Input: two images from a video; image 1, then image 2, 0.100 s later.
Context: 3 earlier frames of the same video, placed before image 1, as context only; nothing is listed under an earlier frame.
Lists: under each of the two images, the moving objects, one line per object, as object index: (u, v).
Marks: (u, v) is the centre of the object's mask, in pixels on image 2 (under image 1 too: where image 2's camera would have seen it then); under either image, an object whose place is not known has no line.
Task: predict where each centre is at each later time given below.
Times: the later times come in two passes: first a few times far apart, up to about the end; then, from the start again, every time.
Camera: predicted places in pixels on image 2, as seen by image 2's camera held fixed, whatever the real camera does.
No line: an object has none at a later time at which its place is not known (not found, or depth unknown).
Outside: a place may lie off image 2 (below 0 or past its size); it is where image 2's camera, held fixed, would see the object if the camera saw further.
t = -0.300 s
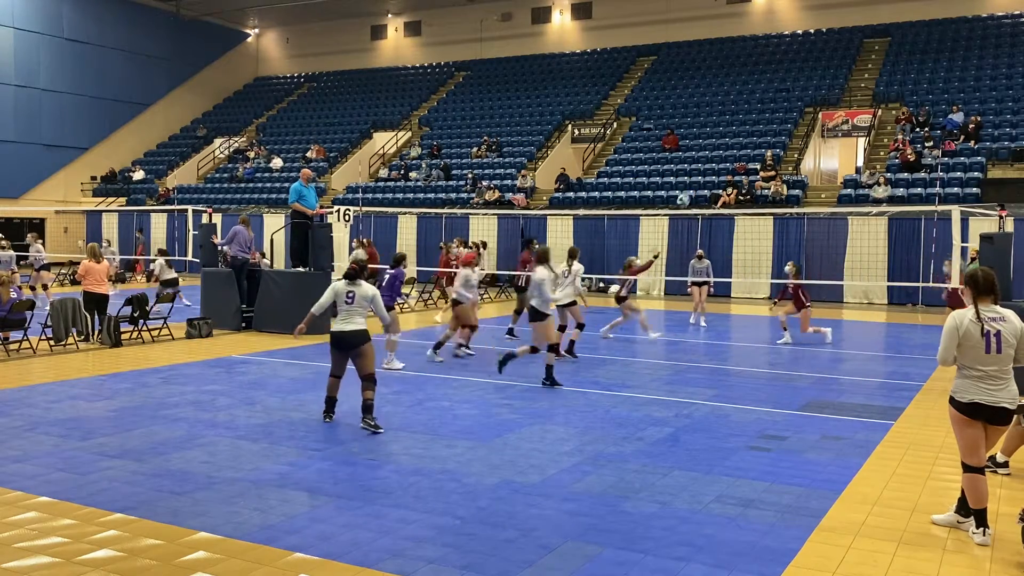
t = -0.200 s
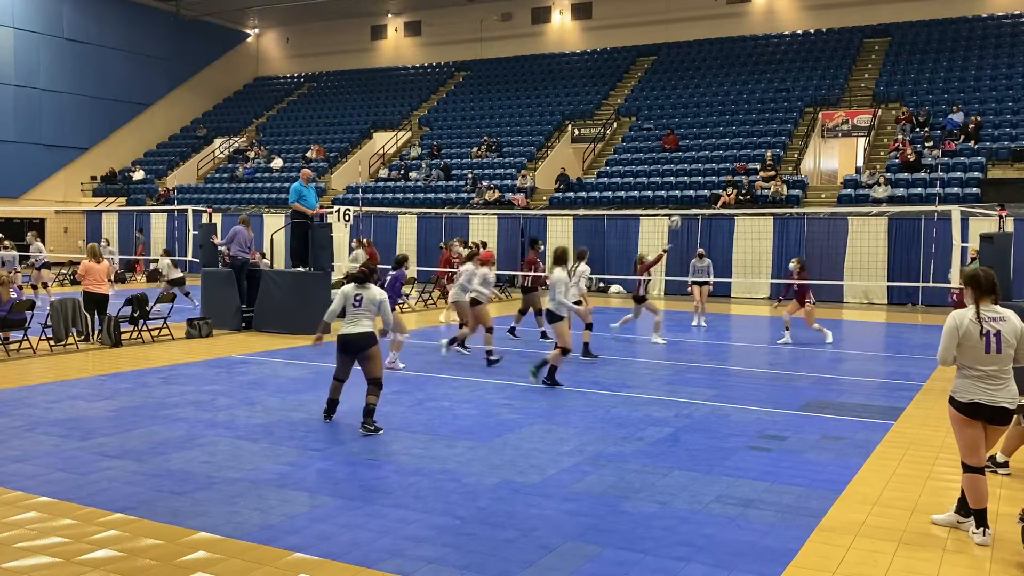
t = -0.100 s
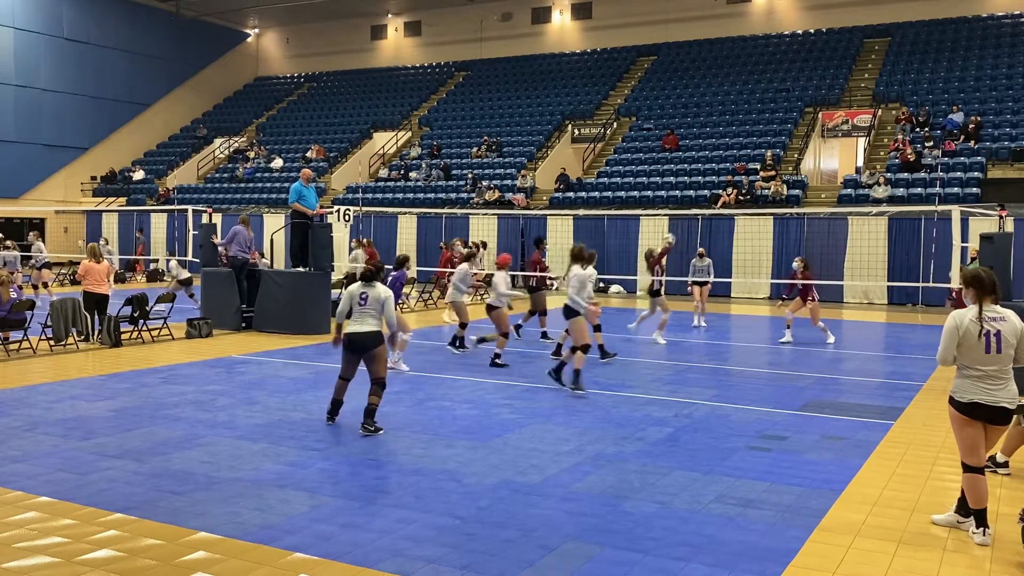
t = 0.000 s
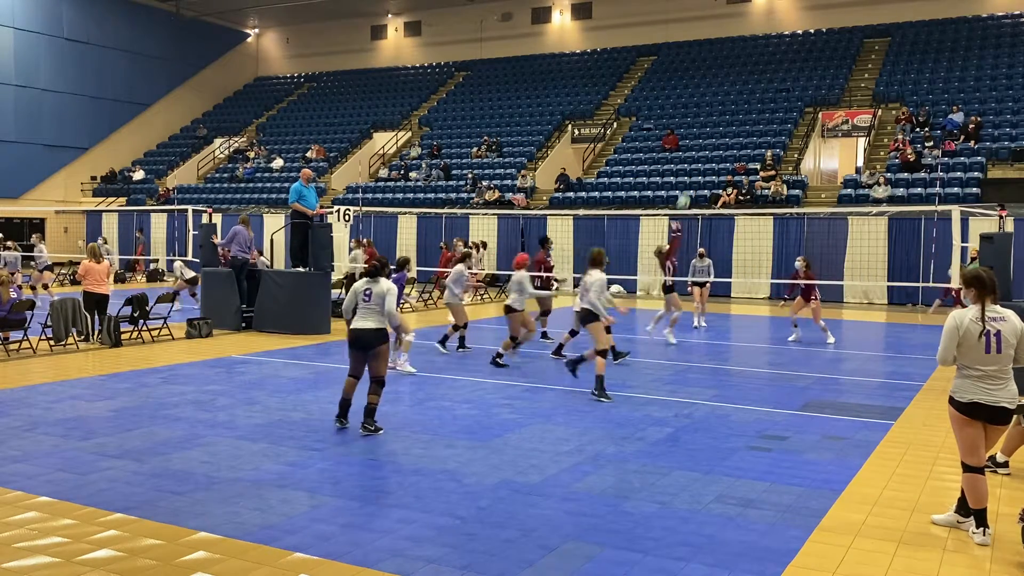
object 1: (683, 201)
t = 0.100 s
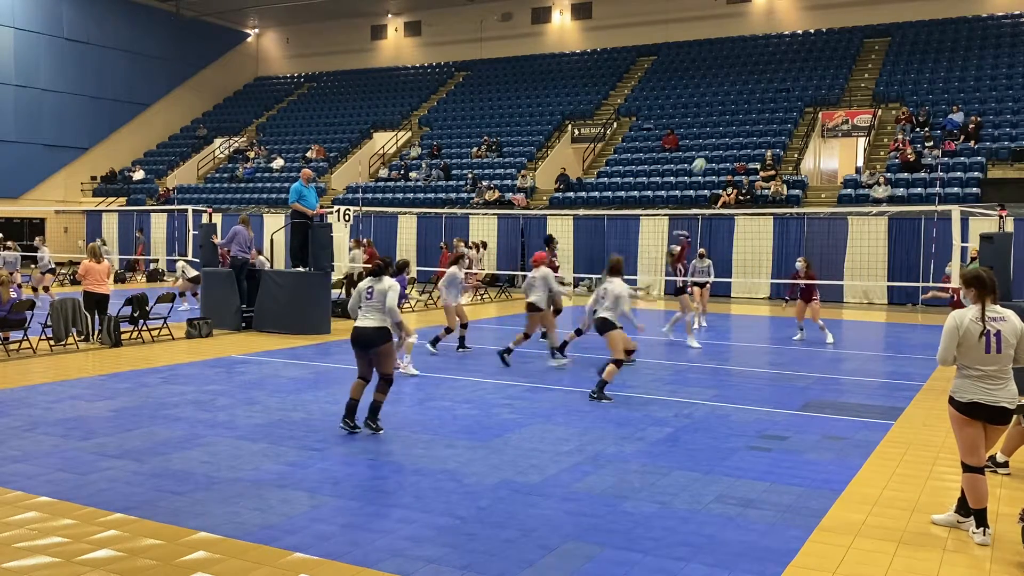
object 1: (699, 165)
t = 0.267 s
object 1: (724, 117)
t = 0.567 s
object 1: (769, 71)
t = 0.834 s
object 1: (808, 77)
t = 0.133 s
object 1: (704, 155)
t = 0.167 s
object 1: (709, 144)
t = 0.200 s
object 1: (714, 134)
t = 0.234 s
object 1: (719, 125)
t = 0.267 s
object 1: (724, 117)
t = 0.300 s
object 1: (729, 109)
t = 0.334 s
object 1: (734, 102)
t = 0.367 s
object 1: (739, 95)
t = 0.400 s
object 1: (744, 89)
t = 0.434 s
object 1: (749, 85)
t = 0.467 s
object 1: (754, 80)
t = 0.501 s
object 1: (759, 76)
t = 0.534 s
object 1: (764, 73)
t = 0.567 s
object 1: (769, 71)
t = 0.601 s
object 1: (774, 69)
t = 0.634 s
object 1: (779, 68)
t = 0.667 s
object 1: (784, 68)
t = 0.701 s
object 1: (789, 68)
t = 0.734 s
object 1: (794, 69)
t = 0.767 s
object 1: (798, 71)
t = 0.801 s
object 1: (803, 74)
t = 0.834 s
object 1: (808, 77)
